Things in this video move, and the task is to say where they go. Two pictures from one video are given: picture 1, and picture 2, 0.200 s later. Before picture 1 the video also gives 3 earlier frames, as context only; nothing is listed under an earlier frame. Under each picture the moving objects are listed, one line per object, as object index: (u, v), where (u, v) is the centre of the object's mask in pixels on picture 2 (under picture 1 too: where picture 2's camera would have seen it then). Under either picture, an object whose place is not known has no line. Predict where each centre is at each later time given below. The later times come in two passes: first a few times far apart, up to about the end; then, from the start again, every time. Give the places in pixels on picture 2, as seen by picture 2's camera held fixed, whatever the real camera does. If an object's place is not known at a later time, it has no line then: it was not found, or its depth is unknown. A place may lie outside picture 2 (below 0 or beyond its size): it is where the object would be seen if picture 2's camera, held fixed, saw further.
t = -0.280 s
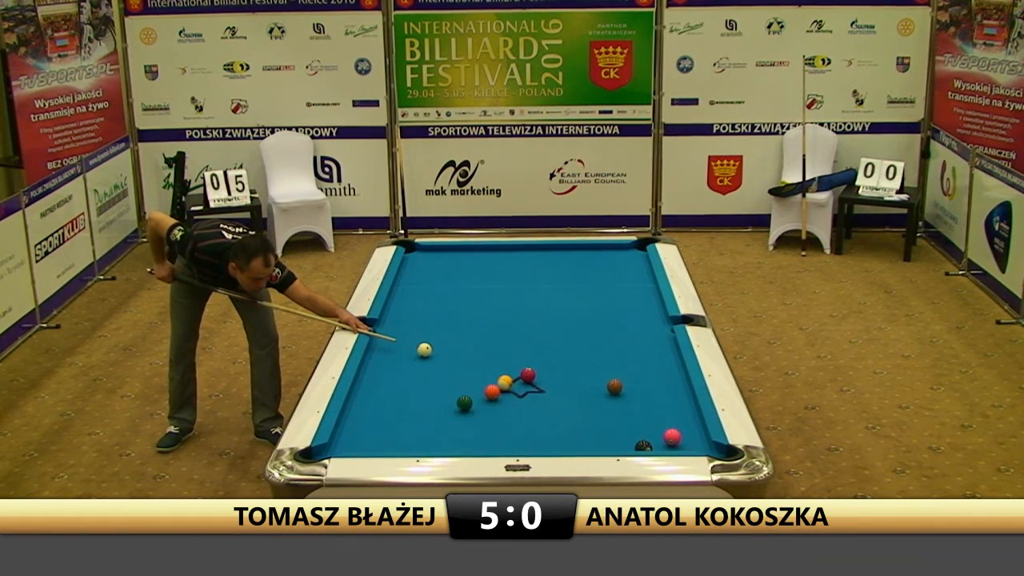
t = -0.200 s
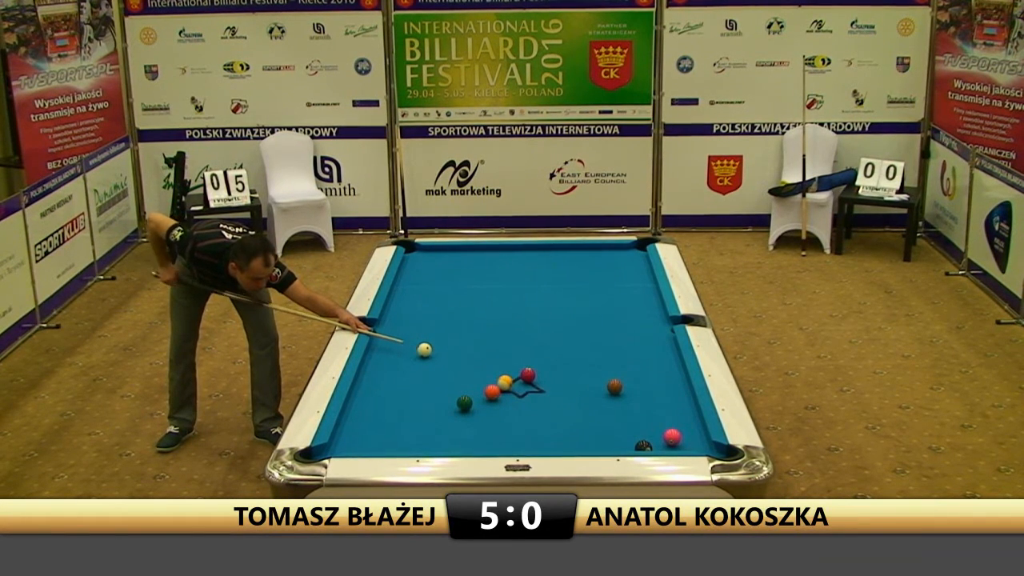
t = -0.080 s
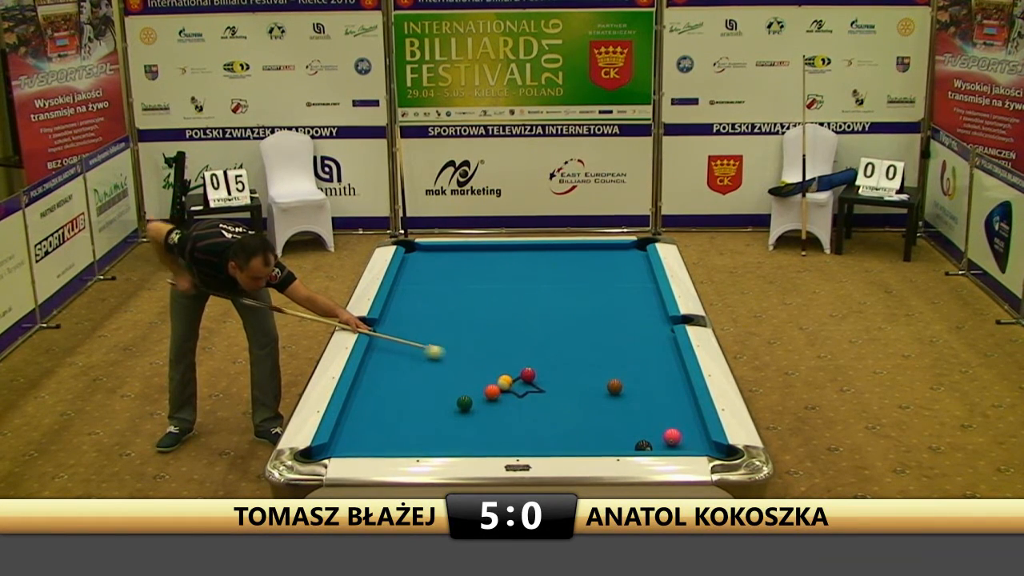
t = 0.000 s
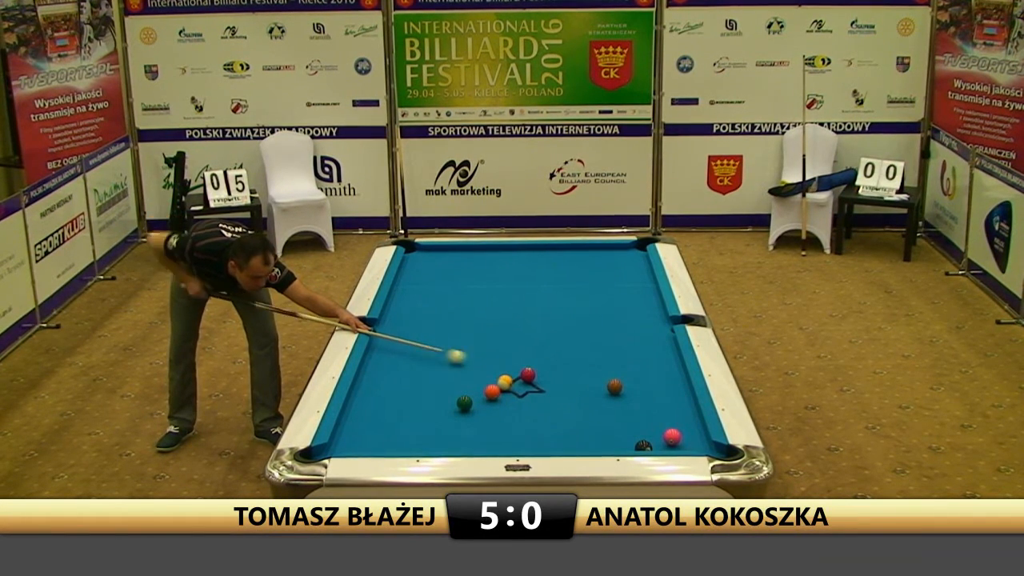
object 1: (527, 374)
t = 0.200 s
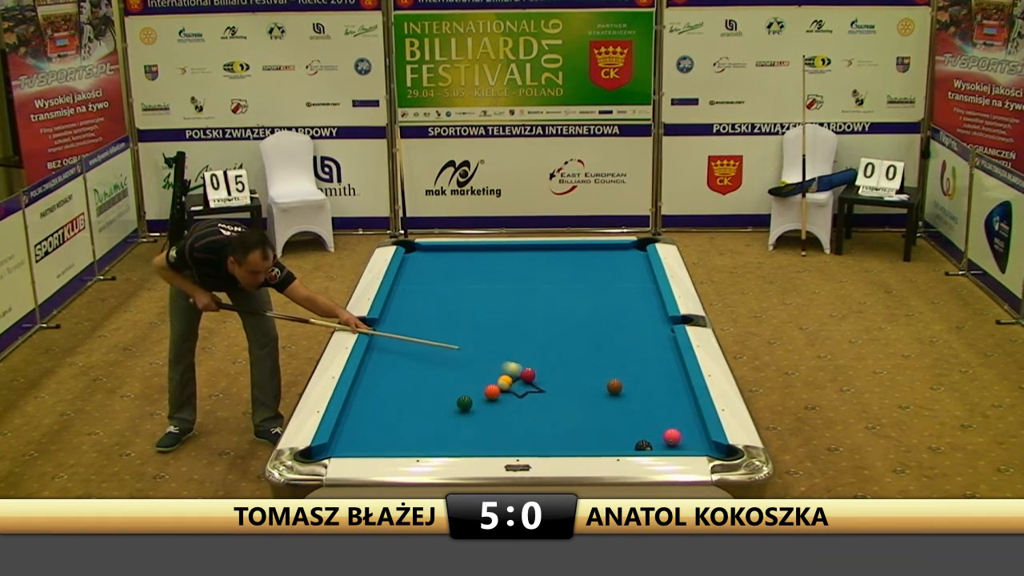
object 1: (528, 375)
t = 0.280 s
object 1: (537, 380)
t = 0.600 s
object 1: (584, 401)
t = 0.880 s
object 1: (623, 418)
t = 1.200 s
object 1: (656, 435)
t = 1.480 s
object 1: (660, 442)
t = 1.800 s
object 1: (662, 446)
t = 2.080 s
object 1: (662, 444)
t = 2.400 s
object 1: (662, 442)
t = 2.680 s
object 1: (663, 441)
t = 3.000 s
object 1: (663, 440)
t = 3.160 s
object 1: (663, 440)
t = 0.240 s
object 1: (531, 377)
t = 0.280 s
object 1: (537, 380)
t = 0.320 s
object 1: (545, 383)
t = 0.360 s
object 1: (551, 386)
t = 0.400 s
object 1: (556, 388)
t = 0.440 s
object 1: (562, 391)
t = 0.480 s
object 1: (567, 393)
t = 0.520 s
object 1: (573, 395)
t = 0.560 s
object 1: (578, 398)
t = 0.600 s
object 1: (584, 401)
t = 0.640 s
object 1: (589, 403)
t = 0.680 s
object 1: (595, 405)
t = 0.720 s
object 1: (600, 408)
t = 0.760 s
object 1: (606, 410)
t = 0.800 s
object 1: (612, 413)
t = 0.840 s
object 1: (617, 416)
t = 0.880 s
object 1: (623, 418)
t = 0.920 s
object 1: (629, 421)
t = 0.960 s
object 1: (634, 423)
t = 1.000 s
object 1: (641, 426)
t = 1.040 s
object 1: (647, 428)
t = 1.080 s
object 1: (652, 431)
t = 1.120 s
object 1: (656, 433)
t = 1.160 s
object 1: (656, 434)
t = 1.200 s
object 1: (656, 435)
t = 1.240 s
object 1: (657, 436)
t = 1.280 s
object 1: (657, 437)
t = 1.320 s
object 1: (658, 438)
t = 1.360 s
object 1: (659, 439)
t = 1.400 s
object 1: (659, 440)
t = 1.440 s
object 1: (659, 441)
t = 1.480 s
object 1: (660, 442)
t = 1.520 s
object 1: (660, 442)
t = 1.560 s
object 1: (661, 443)
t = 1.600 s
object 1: (661, 444)
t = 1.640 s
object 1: (661, 444)
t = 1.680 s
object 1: (662, 445)
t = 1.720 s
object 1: (662, 445)
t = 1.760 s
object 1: (662, 446)
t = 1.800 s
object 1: (662, 446)
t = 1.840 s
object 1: (662, 445)
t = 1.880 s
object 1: (662, 445)
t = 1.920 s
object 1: (662, 445)
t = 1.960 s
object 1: (662, 445)
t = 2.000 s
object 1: (662, 444)
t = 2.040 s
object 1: (662, 444)
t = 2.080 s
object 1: (662, 444)
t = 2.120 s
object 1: (662, 444)
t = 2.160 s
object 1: (662, 443)
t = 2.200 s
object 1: (662, 443)
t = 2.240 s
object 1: (662, 443)
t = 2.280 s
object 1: (662, 443)
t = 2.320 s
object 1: (662, 443)
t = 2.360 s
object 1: (662, 442)
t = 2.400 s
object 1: (662, 442)
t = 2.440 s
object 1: (662, 442)
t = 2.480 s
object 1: (662, 442)
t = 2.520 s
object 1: (662, 441)
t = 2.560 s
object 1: (662, 441)
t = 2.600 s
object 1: (662, 441)
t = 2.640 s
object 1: (663, 441)
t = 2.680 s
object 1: (663, 441)
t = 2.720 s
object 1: (663, 441)
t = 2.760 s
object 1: (663, 441)
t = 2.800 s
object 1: (663, 441)
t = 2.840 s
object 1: (663, 440)
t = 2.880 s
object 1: (663, 440)
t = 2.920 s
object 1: (663, 440)
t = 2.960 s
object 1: (663, 440)
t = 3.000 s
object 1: (663, 440)
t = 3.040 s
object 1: (663, 440)
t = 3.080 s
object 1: (663, 440)
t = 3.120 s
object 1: (663, 440)
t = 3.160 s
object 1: (663, 440)
